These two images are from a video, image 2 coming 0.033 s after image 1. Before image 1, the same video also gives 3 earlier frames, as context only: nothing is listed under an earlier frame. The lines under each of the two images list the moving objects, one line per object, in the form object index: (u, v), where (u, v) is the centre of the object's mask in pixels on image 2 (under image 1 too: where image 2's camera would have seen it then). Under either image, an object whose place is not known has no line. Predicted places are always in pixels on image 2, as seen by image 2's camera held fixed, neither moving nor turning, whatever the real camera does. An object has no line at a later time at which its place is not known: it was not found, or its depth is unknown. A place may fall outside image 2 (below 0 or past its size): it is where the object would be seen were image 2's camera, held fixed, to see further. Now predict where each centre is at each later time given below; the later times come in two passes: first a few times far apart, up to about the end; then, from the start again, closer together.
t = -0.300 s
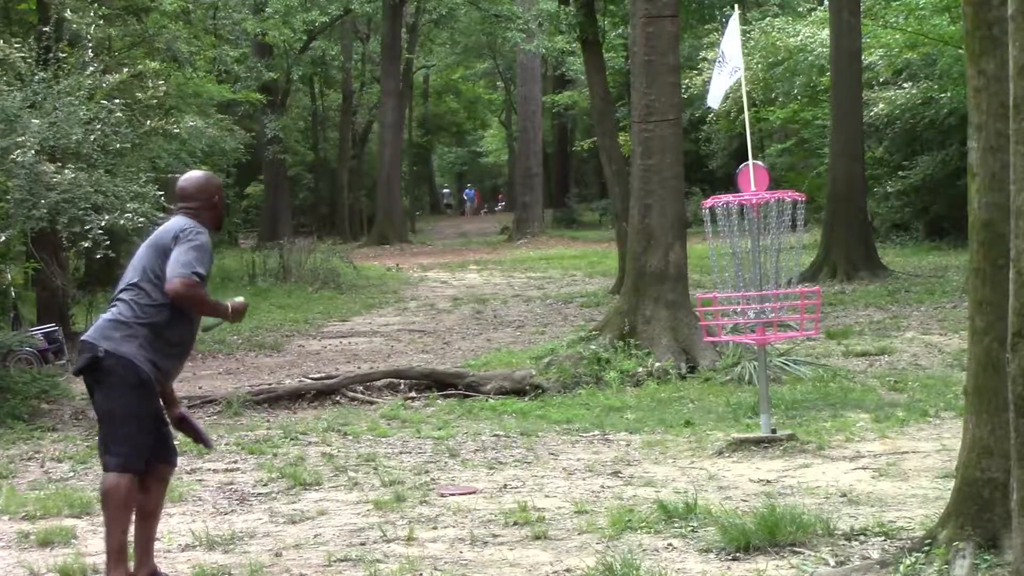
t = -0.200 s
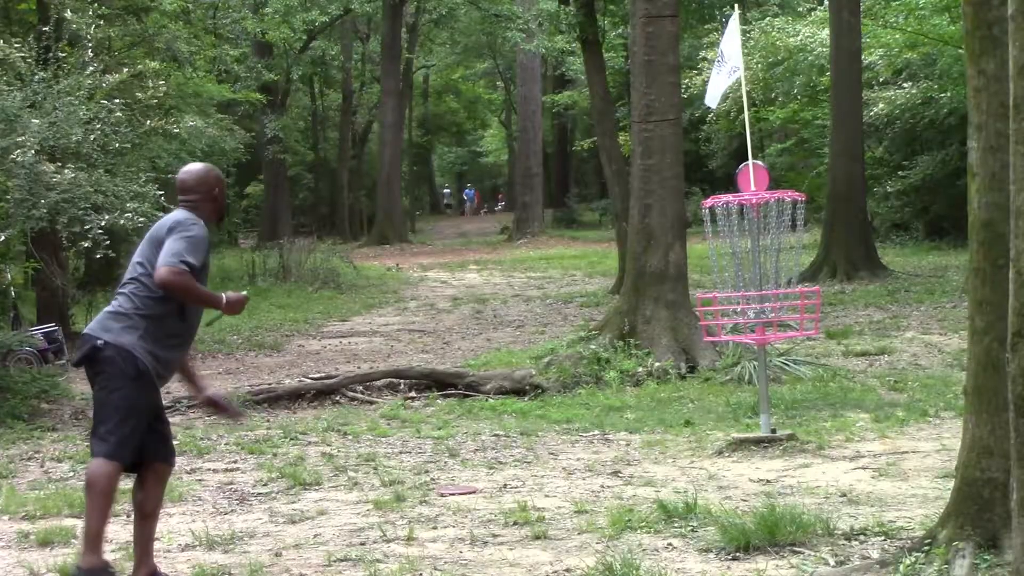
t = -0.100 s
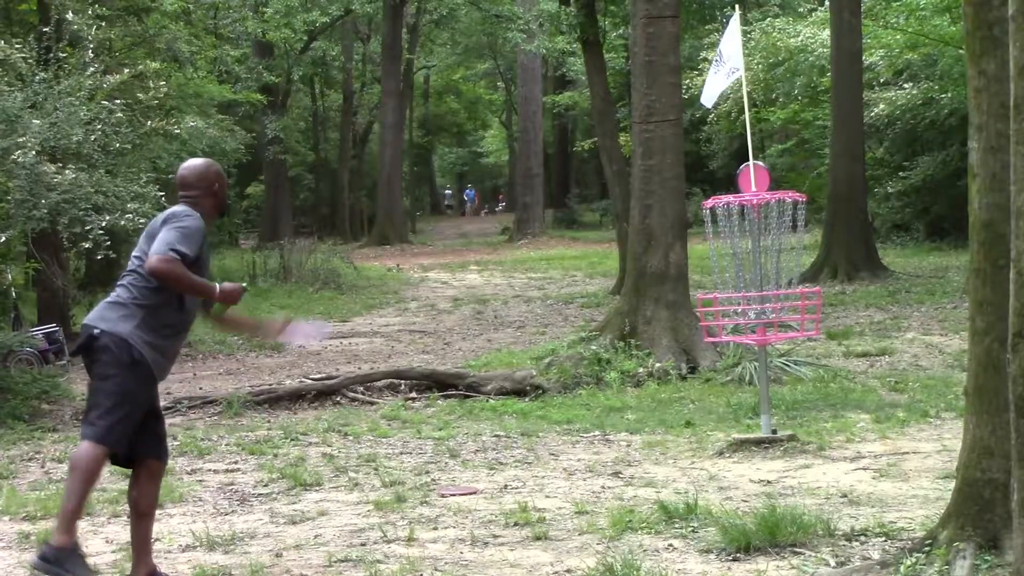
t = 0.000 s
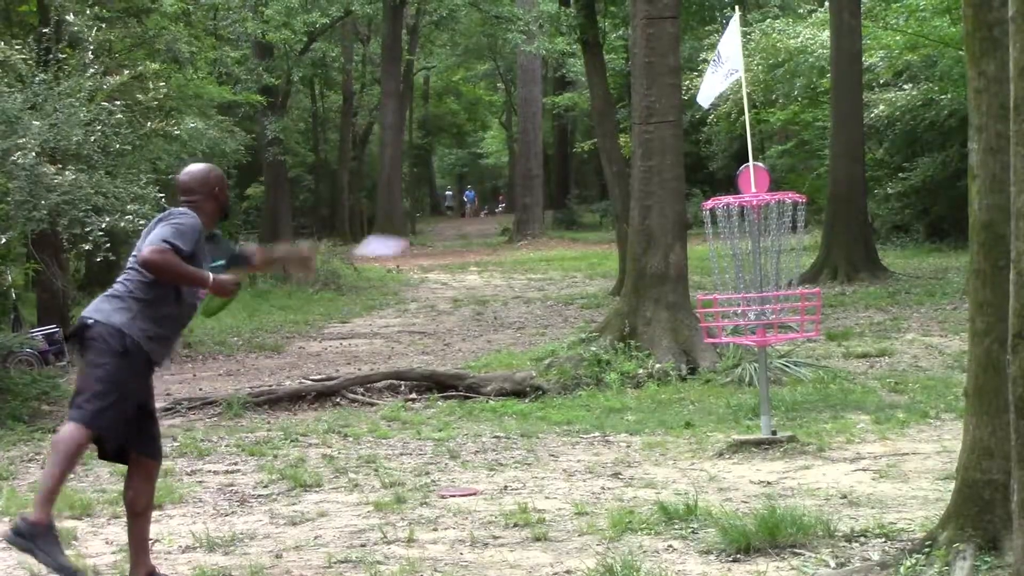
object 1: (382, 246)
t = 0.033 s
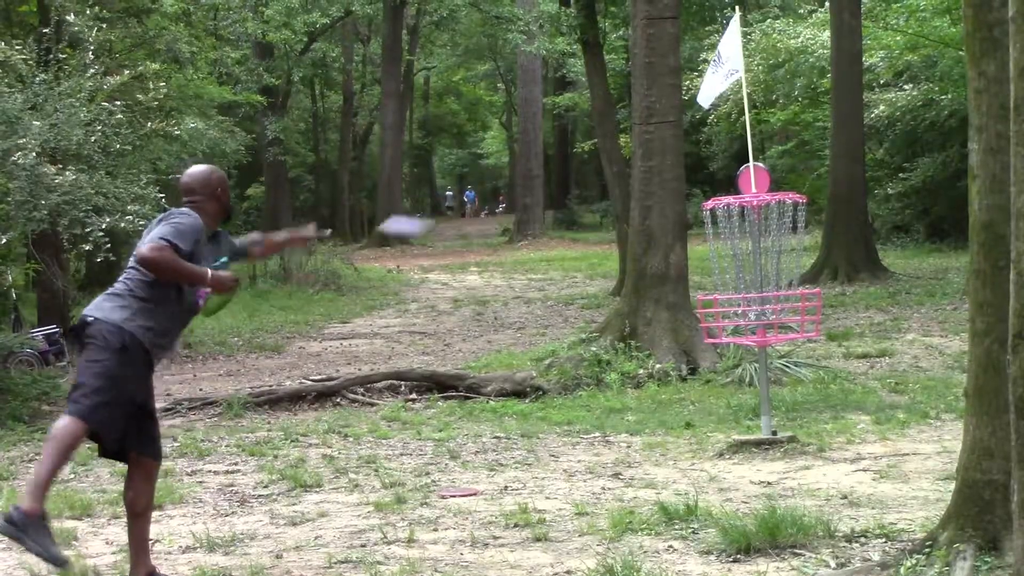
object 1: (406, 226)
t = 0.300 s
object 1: (576, 160)
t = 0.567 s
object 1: (722, 227)
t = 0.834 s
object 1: (752, 277)
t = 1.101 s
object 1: (739, 310)
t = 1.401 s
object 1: (734, 329)
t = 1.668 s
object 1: (737, 337)
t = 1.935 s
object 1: (733, 338)
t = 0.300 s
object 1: (576, 160)
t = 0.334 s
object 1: (597, 163)
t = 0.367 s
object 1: (615, 168)
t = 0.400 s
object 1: (634, 175)
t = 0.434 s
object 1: (651, 182)
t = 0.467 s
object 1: (669, 191)
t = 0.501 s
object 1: (686, 202)
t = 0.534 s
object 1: (703, 214)
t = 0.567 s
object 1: (722, 227)
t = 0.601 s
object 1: (734, 236)
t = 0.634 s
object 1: (743, 244)
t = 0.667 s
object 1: (748, 247)
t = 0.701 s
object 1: (750, 251)
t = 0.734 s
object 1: (752, 258)
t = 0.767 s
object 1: (754, 266)
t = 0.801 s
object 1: (753, 274)
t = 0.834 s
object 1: (752, 277)
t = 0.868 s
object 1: (752, 280)
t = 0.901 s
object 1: (750, 288)
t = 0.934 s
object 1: (747, 292)
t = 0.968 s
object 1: (745, 293)
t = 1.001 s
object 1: (744, 295)
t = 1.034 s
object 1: (741, 296)
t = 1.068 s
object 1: (744, 299)
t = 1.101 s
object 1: (739, 310)
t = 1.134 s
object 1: (739, 319)
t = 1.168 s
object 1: (739, 321)
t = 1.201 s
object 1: (737, 321)
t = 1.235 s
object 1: (735, 322)
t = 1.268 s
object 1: (735, 322)
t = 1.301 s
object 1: (736, 323)
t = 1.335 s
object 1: (735, 326)
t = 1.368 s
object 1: (735, 328)
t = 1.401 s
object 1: (734, 329)
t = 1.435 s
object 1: (734, 331)
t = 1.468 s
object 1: (732, 334)
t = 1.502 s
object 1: (737, 337)
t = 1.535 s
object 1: (738, 336)
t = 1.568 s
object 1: (737, 335)
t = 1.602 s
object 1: (741, 334)
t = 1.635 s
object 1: (738, 335)
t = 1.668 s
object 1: (737, 337)
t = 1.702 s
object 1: (735, 338)
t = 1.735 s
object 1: (732, 337)
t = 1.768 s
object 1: (732, 337)
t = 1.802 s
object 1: (730, 337)
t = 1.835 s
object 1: (730, 337)
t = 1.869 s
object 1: (733, 337)
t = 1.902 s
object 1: (734, 337)
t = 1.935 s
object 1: (733, 338)
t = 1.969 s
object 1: (732, 338)
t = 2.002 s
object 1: (732, 338)
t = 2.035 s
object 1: (733, 337)
